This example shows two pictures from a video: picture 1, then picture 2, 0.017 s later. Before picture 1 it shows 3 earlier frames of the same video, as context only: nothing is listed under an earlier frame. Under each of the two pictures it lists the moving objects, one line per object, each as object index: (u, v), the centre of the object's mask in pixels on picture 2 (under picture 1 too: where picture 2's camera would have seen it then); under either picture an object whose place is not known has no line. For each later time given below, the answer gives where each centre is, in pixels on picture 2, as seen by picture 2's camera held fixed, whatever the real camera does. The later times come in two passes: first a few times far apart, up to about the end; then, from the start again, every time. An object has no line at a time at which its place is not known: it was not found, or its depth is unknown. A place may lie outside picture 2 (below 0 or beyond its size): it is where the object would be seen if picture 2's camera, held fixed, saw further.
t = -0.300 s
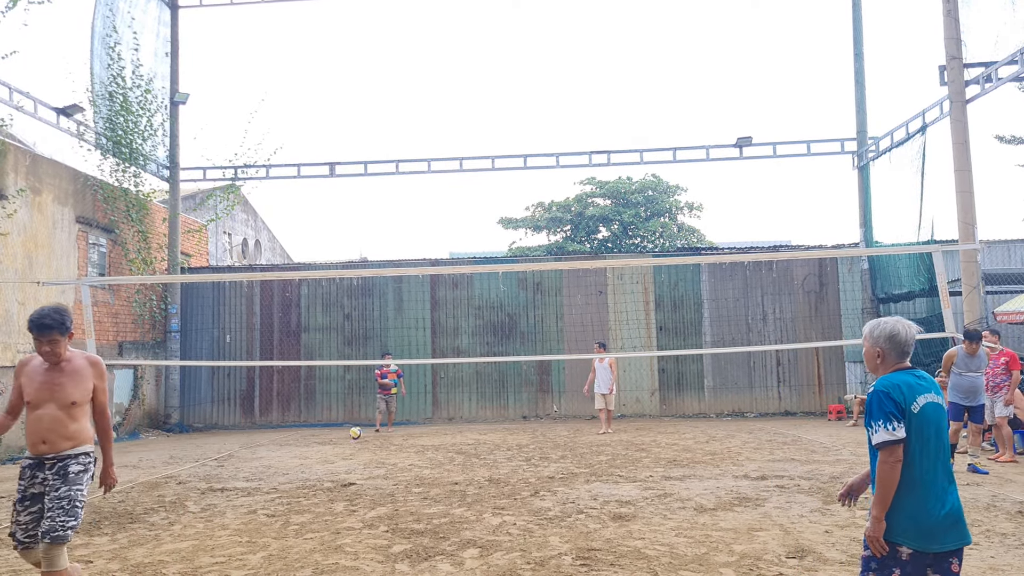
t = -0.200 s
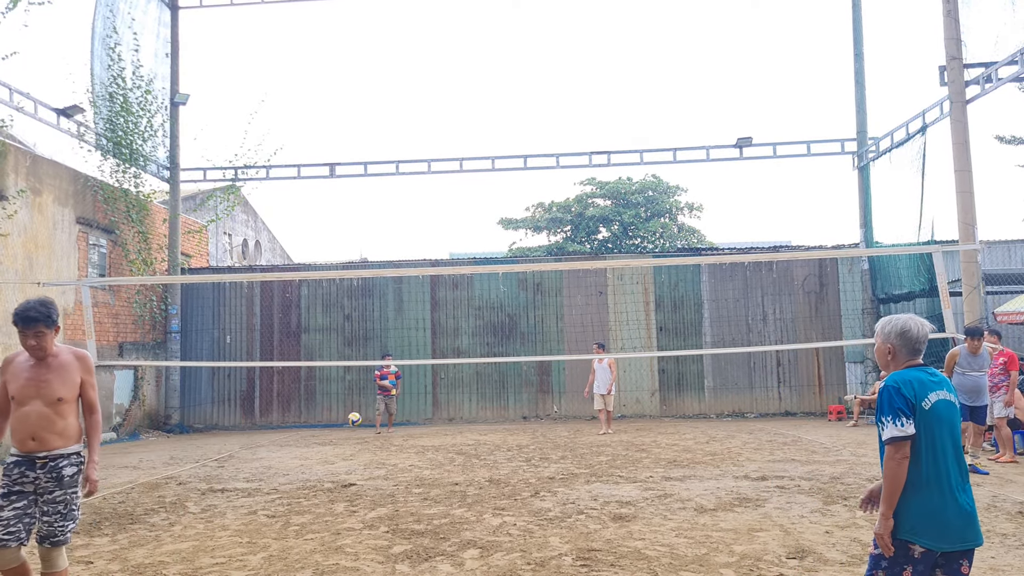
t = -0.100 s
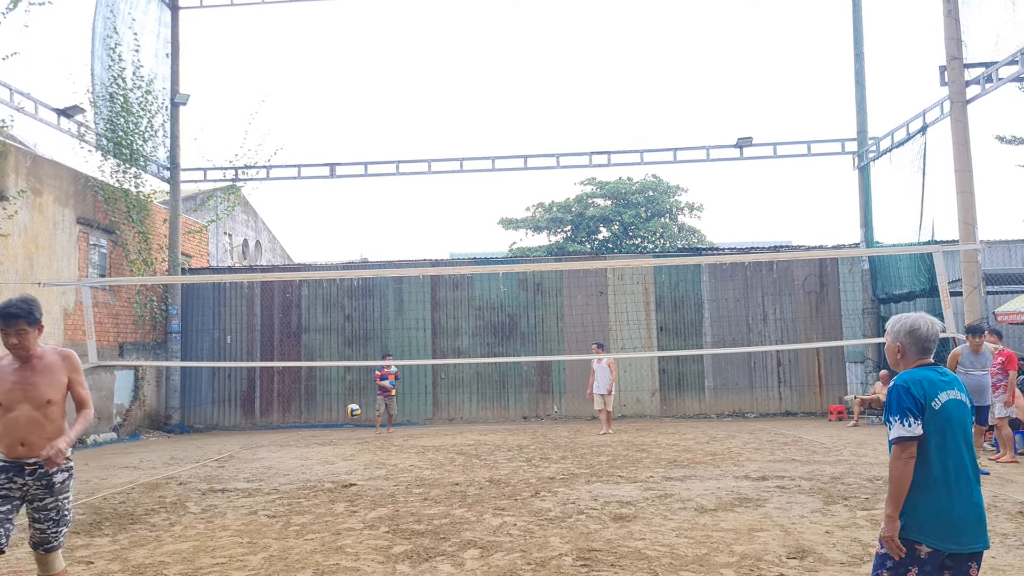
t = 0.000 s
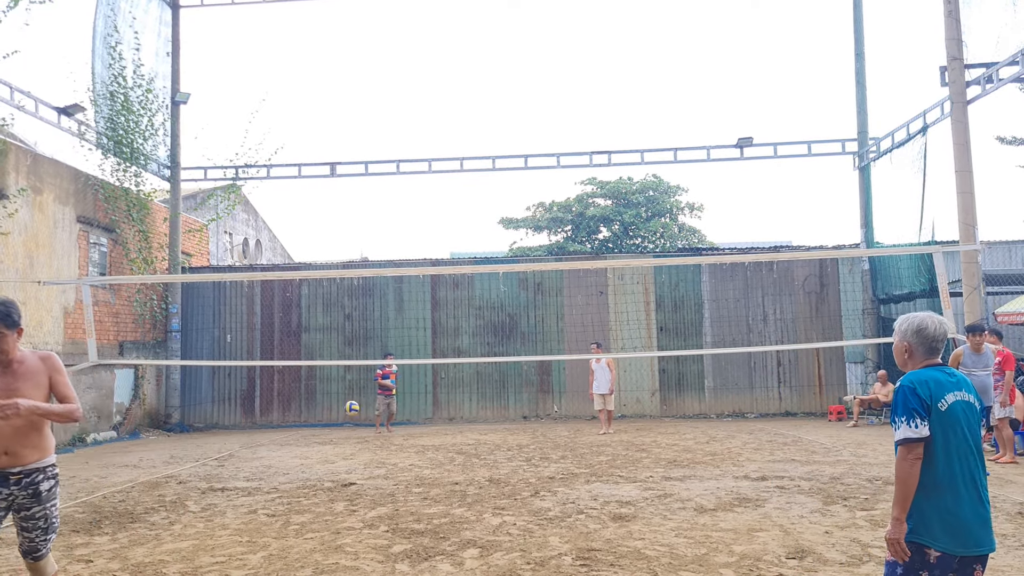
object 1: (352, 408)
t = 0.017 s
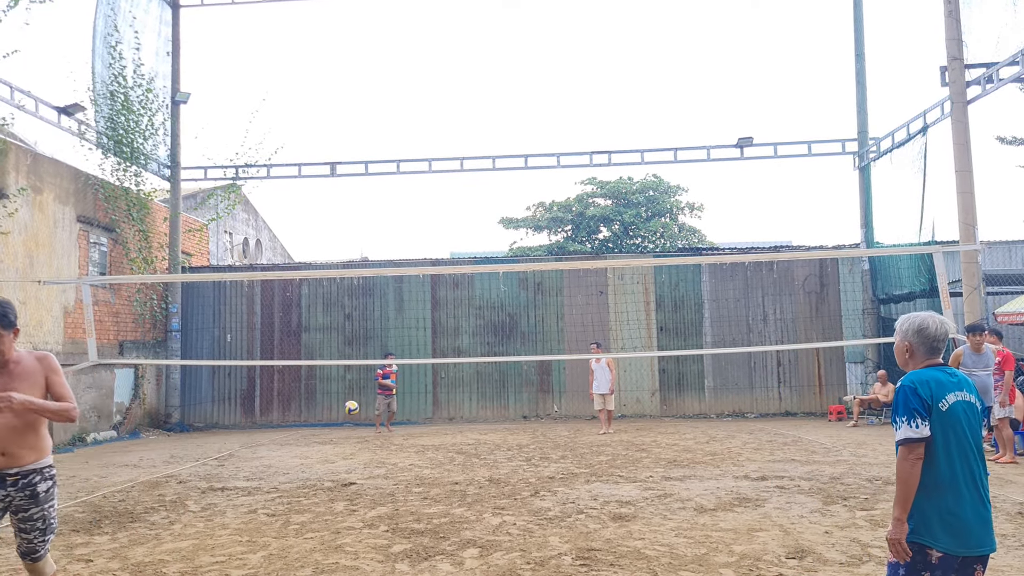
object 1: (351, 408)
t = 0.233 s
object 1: (348, 432)
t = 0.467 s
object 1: (343, 448)
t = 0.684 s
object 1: (339, 434)
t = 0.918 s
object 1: (333, 473)
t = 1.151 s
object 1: (319, 485)
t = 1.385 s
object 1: (298, 501)
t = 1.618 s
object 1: (269, 563)
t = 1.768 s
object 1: (249, 559)
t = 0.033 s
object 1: (351, 409)
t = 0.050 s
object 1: (351, 410)
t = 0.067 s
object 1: (350, 411)
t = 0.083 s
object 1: (351, 411)
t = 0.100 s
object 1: (350, 413)
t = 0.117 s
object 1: (350, 415)
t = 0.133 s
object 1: (350, 416)
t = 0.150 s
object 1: (349, 419)
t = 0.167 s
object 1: (349, 420)
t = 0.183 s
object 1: (349, 423)
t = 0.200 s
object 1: (349, 426)
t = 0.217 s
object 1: (348, 429)
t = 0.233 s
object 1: (348, 432)
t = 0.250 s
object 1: (348, 436)
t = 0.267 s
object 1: (347, 440)
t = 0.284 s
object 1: (347, 444)
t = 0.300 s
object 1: (347, 449)
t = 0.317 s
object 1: (346, 453)
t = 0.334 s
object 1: (346, 458)
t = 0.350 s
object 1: (346, 463)
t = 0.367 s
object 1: (345, 466)
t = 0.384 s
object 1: (345, 463)
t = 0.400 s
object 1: (345, 459)
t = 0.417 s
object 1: (344, 456)
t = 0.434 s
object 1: (344, 453)
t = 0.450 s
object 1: (344, 450)
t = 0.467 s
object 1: (343, 448)
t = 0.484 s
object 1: (343, 445)
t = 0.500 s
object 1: (343, 443)
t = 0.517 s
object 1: (342, 441)
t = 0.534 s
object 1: (342, 440)
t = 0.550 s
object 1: (341, 438)
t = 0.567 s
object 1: (341, 436)
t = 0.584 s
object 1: (341, 435)
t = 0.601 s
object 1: (340, 435)
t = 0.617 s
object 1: (340, 434)
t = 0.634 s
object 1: (340, 434)
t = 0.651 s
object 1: (339, 434)
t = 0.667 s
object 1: (339, 434)
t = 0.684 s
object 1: (339, 434)
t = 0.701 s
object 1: (338, 435)
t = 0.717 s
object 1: (338, 436)
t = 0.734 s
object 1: (337, 437)
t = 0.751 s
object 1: (337, 439)
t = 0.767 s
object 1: (336, 441)
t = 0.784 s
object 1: (336, 443)
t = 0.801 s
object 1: (336, 446)
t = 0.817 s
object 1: (335, 449)
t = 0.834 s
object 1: (335, 452)
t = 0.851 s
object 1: (334, 455)
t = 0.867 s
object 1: (334, 459)
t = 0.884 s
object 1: (333, 464)
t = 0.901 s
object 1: (333, 468)
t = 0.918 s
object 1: (333, 473)
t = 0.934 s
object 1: (332, 479)
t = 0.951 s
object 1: (332, 485)
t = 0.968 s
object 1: (331, 491)
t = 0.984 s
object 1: (330, 497)
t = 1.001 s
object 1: (330, 504)
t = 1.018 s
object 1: (328, 506)
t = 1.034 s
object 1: (328, 502)
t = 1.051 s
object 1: (327, 499)
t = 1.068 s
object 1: (325, 496)
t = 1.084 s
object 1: (325, 493)
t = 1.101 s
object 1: (324, 490)
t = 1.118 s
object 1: (321, 488)
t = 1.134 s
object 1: (320, 487)
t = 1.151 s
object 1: (319, 485)
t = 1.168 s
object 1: (317, 484)
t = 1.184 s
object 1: (316, 483)
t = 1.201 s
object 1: (314, 483)
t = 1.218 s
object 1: (313, 483)
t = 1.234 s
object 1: (312, 483)
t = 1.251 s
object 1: (310, 483)
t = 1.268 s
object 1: (309, 484)
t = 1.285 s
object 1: (307, 485)
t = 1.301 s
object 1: (305, 487)
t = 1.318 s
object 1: (304, 489)
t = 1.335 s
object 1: (302, 492)
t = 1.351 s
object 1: (300, 495)
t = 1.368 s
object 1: (299, 498)
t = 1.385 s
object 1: (298, 501)
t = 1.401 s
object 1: (296, 505)
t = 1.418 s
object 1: (293, 510)
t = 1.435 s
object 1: (291, 516)
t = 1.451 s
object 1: (289, 522)
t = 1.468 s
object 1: (287, 530)
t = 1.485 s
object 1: (286, 537)
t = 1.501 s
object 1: (284, 544)
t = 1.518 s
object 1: (282, 552)
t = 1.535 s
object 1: (280, 562)
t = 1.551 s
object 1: (278, 572)
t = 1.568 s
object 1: (276, 571)
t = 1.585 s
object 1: (274, 568)
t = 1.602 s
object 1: (271, 565)
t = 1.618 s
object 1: (269, 563)
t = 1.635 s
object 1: (268, 560)
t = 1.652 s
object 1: (266, 558)
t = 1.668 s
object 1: (263, 556)
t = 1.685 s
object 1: (261, 556)
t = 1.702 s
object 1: (259, 556)
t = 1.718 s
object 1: (257, 556)
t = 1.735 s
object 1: (254, 556)
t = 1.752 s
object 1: (251, 557)
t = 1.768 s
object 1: (249, 559)
